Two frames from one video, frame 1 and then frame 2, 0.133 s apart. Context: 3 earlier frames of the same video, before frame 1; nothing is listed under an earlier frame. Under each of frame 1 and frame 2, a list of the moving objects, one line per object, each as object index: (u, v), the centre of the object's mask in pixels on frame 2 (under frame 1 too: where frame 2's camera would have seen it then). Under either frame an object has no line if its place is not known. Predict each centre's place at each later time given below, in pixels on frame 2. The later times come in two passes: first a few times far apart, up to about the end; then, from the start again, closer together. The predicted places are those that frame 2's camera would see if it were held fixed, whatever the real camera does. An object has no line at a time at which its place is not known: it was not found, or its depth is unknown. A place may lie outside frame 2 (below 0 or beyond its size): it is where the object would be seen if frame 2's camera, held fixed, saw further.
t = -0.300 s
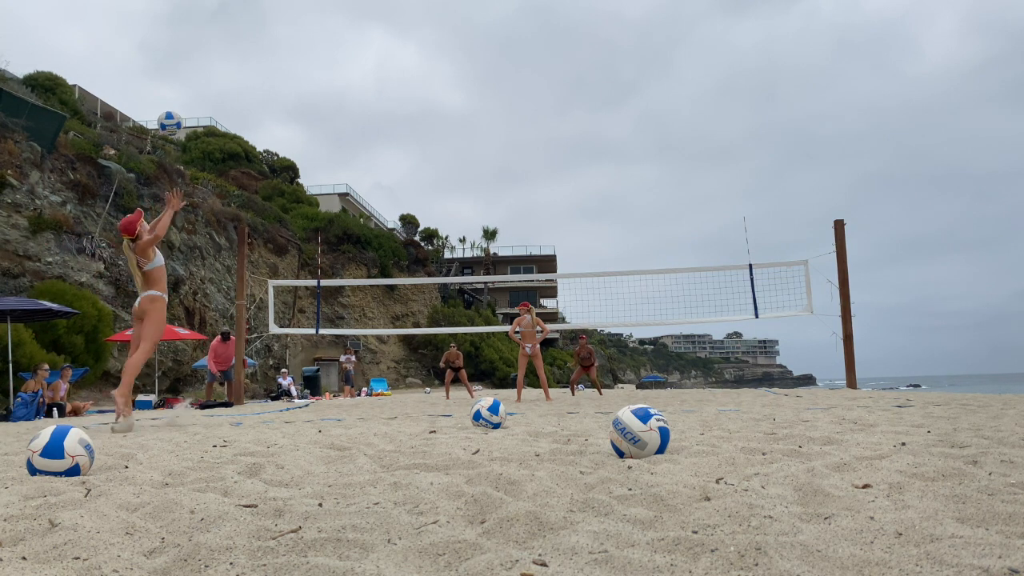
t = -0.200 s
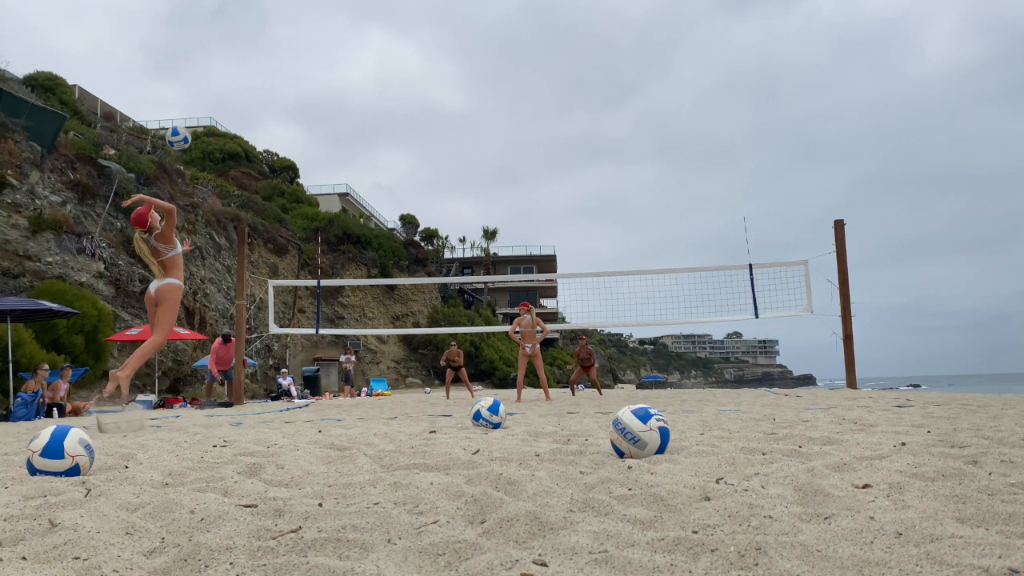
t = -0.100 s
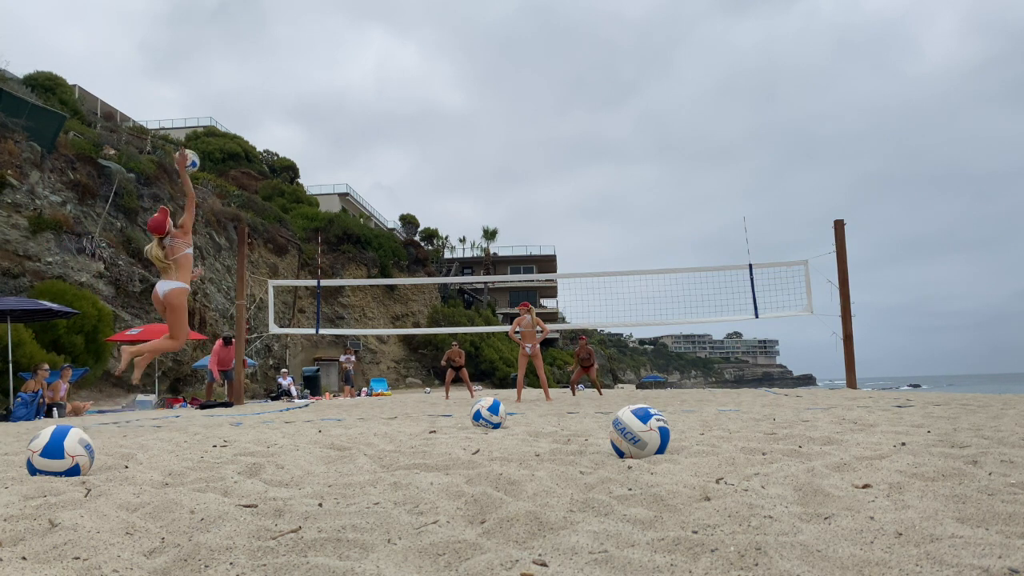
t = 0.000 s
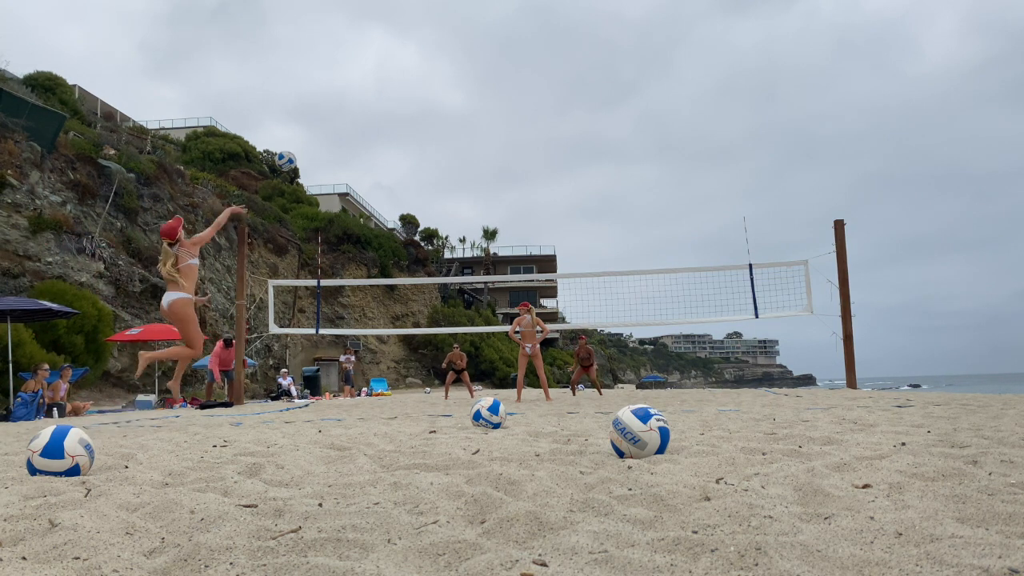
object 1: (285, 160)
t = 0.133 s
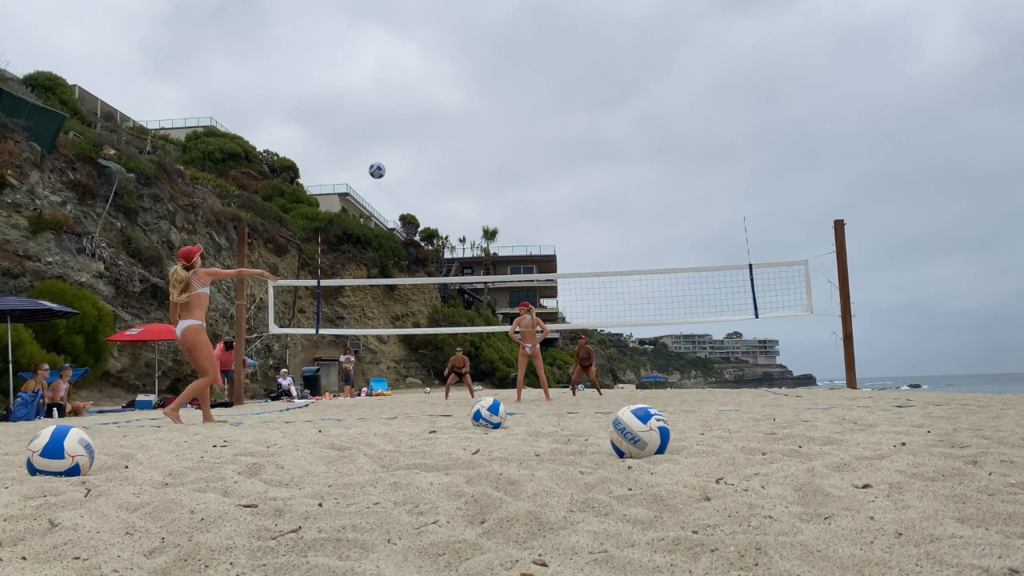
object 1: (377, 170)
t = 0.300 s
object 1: (450, 194)
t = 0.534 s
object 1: (511, 241)
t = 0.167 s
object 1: (394, 174)
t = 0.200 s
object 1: (410, 179)
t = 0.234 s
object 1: (424, 184)
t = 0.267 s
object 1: (438, 189)
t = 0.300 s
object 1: (450, 194)
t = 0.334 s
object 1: (460, 200)
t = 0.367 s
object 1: (470, 207)
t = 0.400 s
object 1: (480, 213)
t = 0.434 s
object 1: (488, 220)
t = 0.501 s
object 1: (504, 234)
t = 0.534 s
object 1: (511, 241)
